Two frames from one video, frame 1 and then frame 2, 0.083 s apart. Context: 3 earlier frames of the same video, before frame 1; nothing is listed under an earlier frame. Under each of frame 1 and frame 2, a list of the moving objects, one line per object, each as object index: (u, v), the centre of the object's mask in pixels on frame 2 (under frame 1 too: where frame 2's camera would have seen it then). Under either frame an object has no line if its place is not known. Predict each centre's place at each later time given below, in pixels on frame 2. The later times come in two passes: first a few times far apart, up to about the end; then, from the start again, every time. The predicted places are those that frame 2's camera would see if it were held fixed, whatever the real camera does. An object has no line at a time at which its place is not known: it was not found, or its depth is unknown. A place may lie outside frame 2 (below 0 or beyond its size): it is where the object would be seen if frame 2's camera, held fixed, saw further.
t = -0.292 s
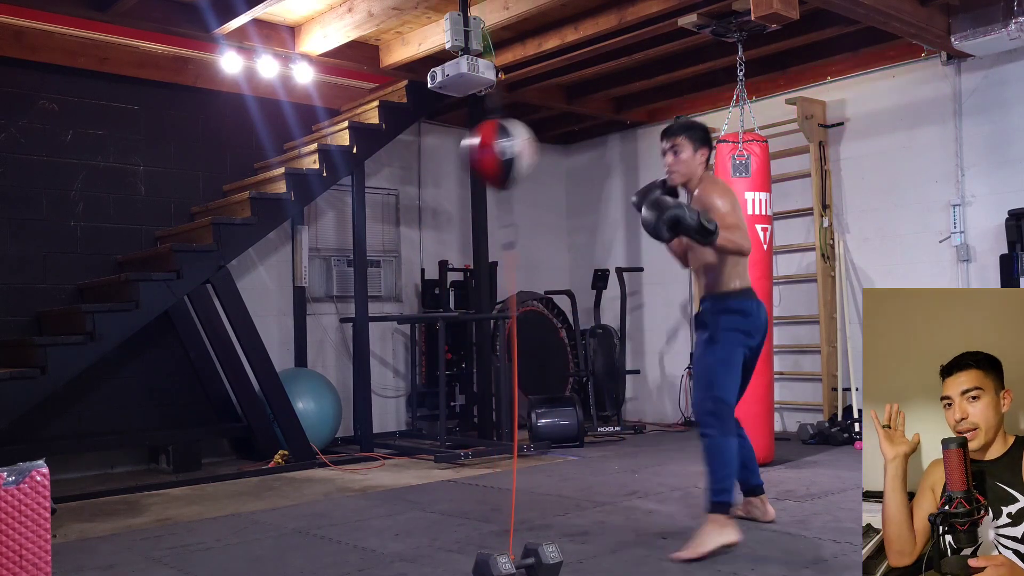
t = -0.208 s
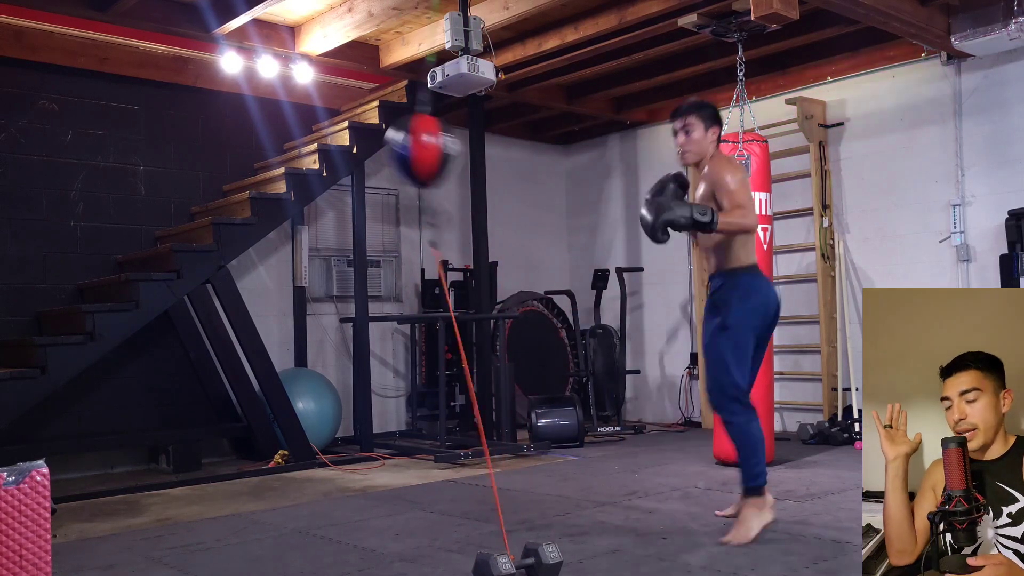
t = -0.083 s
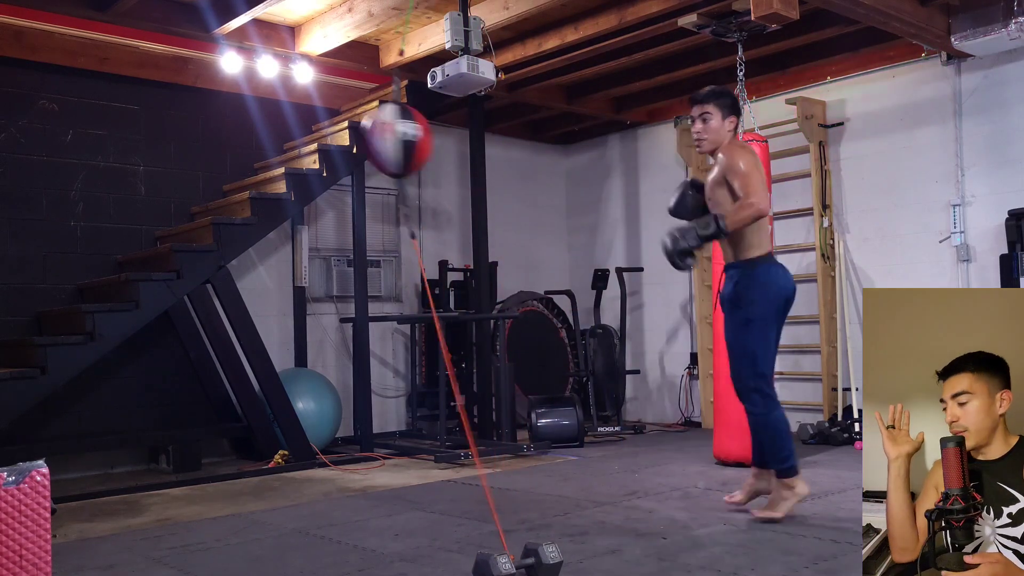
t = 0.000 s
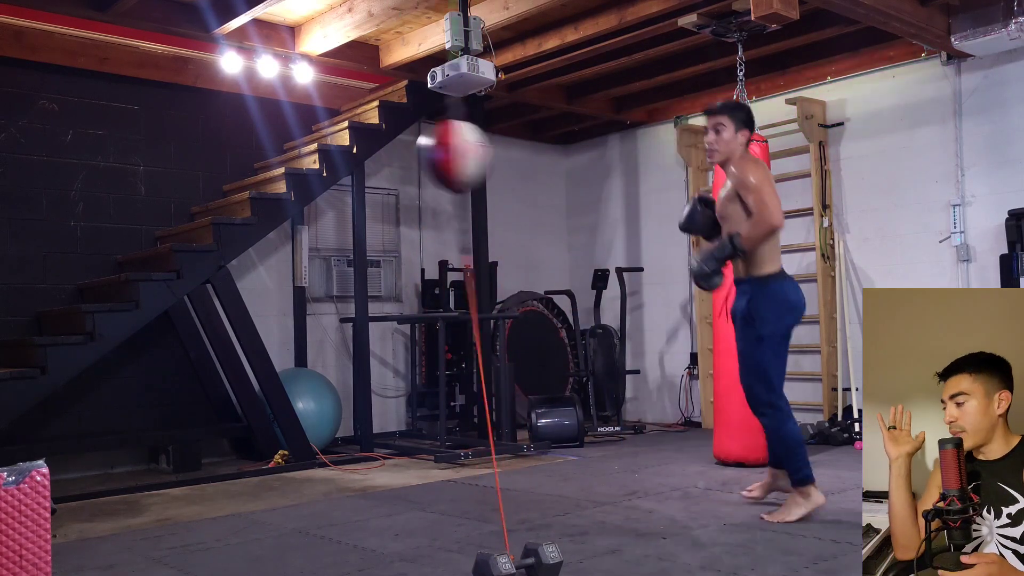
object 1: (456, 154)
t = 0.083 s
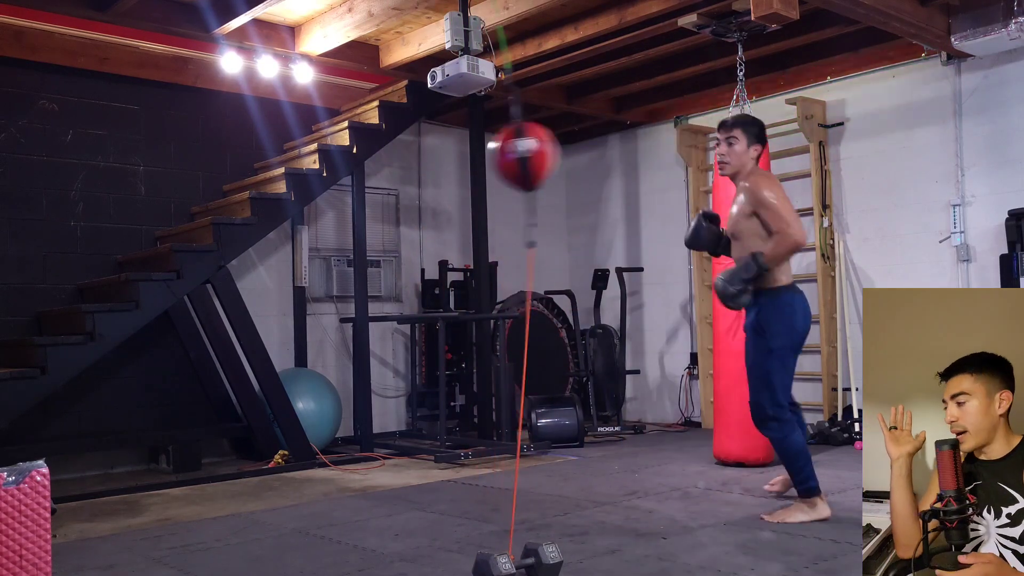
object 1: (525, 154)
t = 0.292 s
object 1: (496, 157)
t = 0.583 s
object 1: (462, 155)
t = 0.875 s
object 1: (494, 157)
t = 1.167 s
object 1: (463, 154)
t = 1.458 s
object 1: (492, 155)
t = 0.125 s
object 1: (545, 152)
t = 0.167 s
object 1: (552, 149)
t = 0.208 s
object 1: (544, 150)
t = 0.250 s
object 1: (525, 153)
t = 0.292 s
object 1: (496, 157)
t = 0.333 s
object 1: (461, 155)
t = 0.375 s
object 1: (430, 149)
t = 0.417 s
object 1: (406, 144)
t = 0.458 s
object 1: (399, 142)
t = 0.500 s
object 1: (407, 144)
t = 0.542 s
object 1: (428, 148)
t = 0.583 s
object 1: (462, 155)
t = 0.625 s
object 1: (492, 158)
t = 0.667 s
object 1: (520, 156)
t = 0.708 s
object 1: (537, 154)
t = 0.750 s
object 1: (542, 152)
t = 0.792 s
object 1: (536, 152)
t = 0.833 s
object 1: (519, 155)
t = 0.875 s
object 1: (494, 157)
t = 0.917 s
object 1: (464, 154)
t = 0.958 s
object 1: (436, 150)
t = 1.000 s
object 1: (415, 146)
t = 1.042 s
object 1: (409, 145)
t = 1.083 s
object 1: (417, 146)
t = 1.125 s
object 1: (435, 149)
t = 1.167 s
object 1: (463, 154)
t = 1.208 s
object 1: (489, 156)
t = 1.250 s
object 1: (513, 156)
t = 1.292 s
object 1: (530, 155)
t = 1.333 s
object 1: (535, 154)
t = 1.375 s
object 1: (529, 154)
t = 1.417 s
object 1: (513, 155)
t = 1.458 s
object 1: (492, 155)
